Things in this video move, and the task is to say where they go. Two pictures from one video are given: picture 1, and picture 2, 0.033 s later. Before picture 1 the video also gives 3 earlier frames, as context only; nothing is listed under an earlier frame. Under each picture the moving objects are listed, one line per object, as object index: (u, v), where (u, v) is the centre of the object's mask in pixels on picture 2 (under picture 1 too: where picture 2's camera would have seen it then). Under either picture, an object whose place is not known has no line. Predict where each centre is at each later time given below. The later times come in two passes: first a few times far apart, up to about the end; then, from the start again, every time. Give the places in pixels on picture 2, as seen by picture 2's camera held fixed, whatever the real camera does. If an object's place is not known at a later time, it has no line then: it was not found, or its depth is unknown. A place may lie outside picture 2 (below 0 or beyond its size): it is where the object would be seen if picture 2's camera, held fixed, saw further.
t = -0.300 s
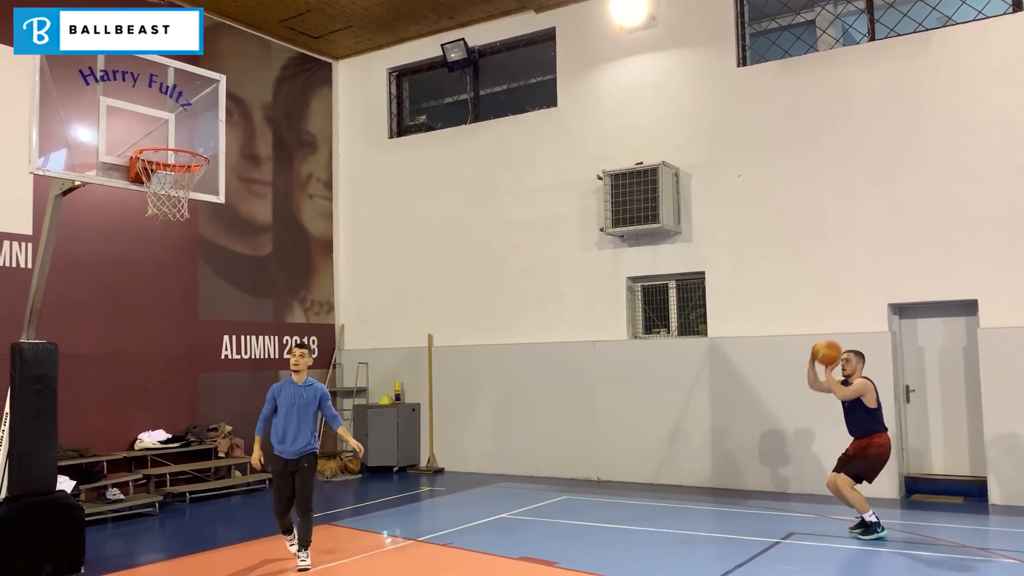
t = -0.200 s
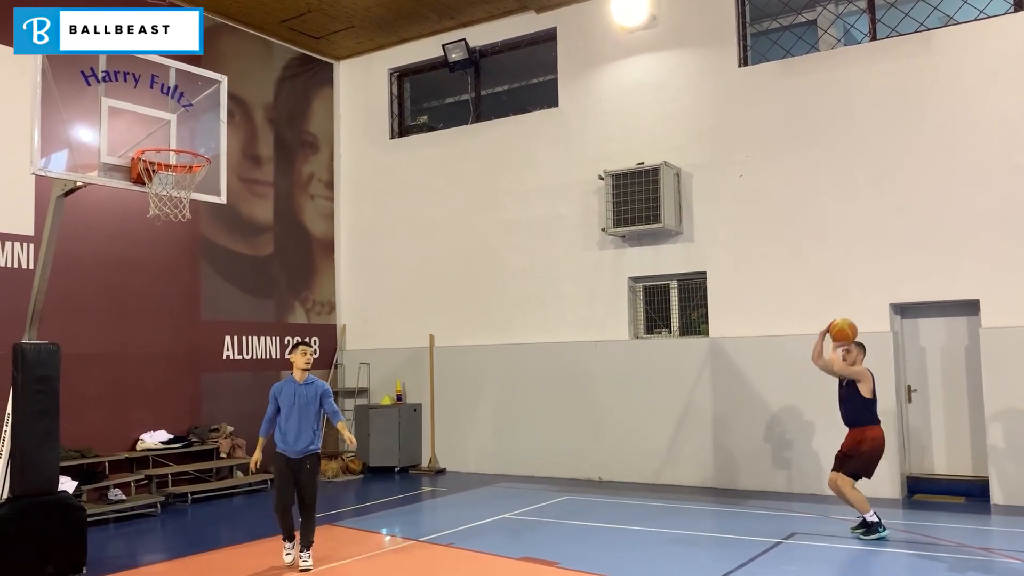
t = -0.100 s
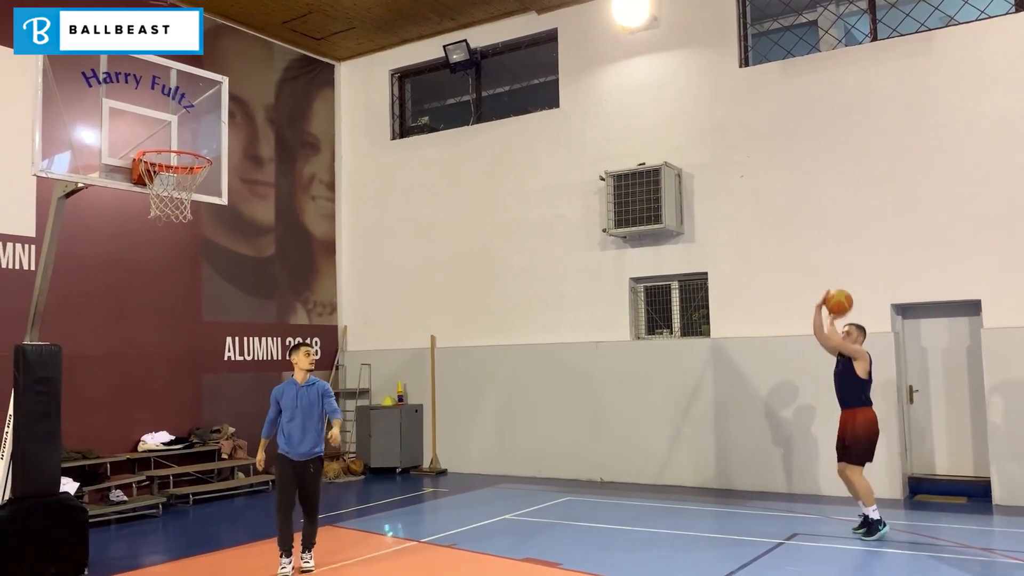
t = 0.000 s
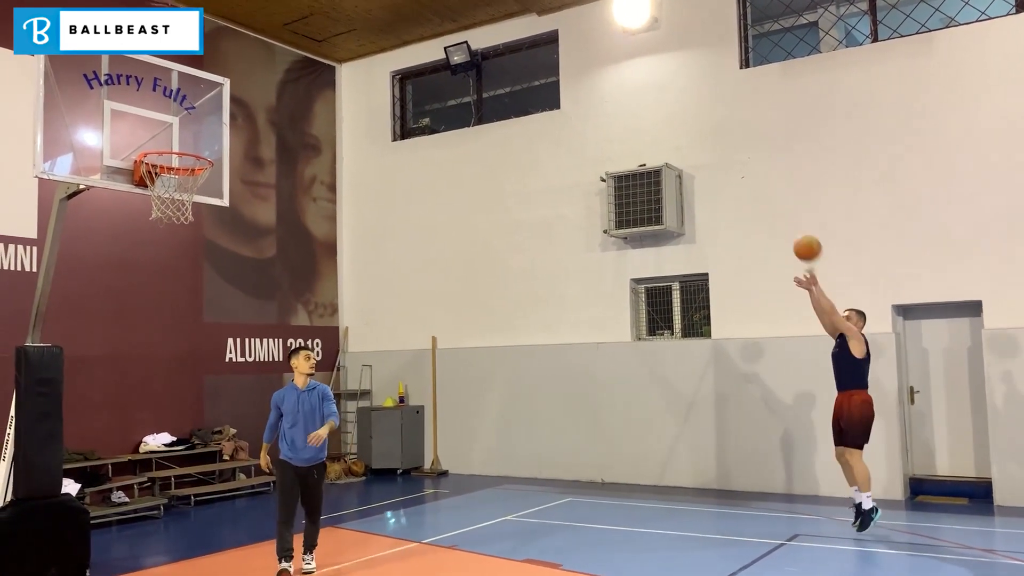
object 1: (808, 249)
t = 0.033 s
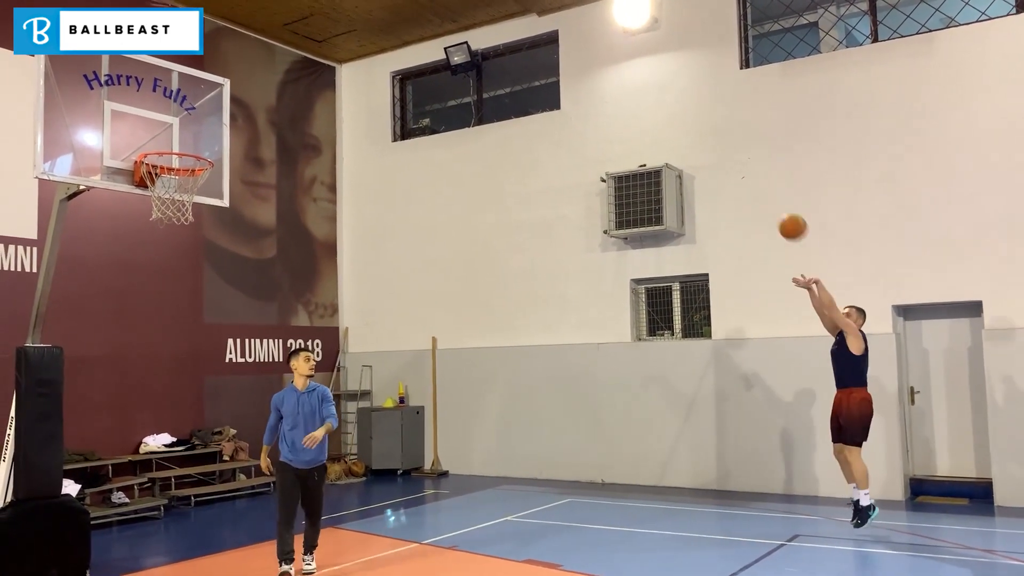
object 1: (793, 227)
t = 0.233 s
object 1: (698, 112)
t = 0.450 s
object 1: (595, 31)
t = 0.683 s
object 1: (479, 1)
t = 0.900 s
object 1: (362, 26)
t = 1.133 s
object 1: (220, 131)
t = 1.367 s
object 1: (179, 177)
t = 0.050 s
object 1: (784, 215)
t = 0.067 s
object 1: (777, 205)
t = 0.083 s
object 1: (769, 194)
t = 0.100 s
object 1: (760, 183)
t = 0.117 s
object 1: (753, 174)
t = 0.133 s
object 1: (745, 164)
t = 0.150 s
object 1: (737, 154)
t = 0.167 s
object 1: (729, 146)
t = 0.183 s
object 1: (721, 137)
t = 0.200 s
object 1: (713, 128)
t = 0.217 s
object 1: (706, 120)
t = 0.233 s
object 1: (698, 112)
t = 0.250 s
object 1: (690, 104)
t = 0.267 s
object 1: (683, 97)
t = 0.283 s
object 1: (674, 89)
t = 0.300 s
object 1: (667, 82)
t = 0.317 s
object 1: (659, 76)
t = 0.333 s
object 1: (651, 69)
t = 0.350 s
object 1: (643, 62)
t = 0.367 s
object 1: (635, 57)
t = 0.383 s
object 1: (627, 51)
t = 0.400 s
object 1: (619, 46)
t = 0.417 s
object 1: (611, 41)
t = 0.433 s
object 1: (603, 36)
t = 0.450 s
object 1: (595, 31)
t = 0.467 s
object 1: (587, 27)
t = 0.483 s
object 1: (579, 23)
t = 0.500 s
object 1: (570, 20)
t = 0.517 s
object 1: (563, 16)
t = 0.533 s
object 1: (554, 13)
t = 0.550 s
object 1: (546, 10)
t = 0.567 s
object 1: (538, 7)
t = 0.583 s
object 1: (530, 5)
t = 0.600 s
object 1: (522, 4)
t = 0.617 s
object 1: (514, 3)
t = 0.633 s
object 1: (506, 3)
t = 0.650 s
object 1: (496, 2)
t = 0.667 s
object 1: (487, 2)
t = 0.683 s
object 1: (479, 1)
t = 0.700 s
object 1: (471, 2)
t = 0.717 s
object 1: (462, 1)
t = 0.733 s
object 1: (453, 2)
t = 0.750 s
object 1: (444, 2)
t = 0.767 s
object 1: (435, 3)
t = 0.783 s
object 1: (427, 4)
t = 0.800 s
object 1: (418, 5)
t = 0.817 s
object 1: (409, 8)
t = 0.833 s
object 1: (399, 11)
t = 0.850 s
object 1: (390, 14)
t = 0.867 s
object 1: (381, 18)
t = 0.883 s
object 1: (371, 22)
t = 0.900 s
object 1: (362, 26)
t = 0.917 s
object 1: (352, 31)
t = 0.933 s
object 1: (343, 36)
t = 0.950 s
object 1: (334, 42)
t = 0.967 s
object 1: (324, 48)
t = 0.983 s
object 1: (314, 55)
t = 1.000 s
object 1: (304, 61)
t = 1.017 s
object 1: (295, 69)
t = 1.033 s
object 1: (285, 76)
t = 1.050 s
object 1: (275, 85)
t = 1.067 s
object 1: (264, 93)
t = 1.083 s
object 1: (254, 102)
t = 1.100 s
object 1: (245, 111)
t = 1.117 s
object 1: (233, 120)
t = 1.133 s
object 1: (220, 131)
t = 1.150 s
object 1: (210, 142)
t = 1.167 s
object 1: (201, 149)
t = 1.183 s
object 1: (193, 149)
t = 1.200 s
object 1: (185, 152)
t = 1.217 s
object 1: (176, 155)
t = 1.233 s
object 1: (167, 158)
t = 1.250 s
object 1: (160, 160)
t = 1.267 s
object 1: (162, 162)
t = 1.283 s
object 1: (164, 164)
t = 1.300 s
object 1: (166, 166)
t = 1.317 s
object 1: (169, 169)
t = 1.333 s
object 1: (175, 172)
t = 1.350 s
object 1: (177, 175)
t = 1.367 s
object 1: (179, 177)
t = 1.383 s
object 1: (181, 180)
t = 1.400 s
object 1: (184, 182)
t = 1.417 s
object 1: (188, 185)
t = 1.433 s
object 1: (192, 188)
